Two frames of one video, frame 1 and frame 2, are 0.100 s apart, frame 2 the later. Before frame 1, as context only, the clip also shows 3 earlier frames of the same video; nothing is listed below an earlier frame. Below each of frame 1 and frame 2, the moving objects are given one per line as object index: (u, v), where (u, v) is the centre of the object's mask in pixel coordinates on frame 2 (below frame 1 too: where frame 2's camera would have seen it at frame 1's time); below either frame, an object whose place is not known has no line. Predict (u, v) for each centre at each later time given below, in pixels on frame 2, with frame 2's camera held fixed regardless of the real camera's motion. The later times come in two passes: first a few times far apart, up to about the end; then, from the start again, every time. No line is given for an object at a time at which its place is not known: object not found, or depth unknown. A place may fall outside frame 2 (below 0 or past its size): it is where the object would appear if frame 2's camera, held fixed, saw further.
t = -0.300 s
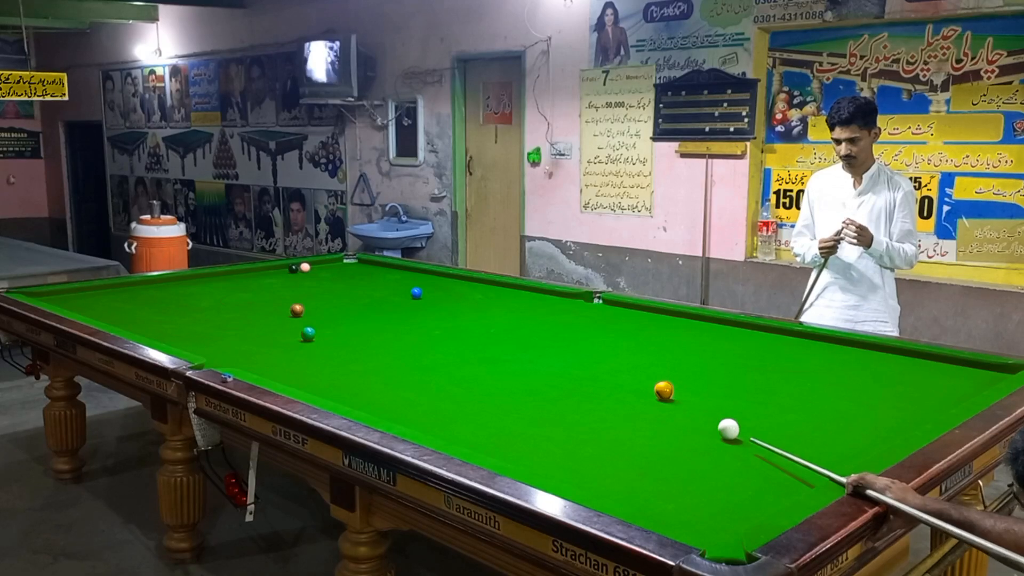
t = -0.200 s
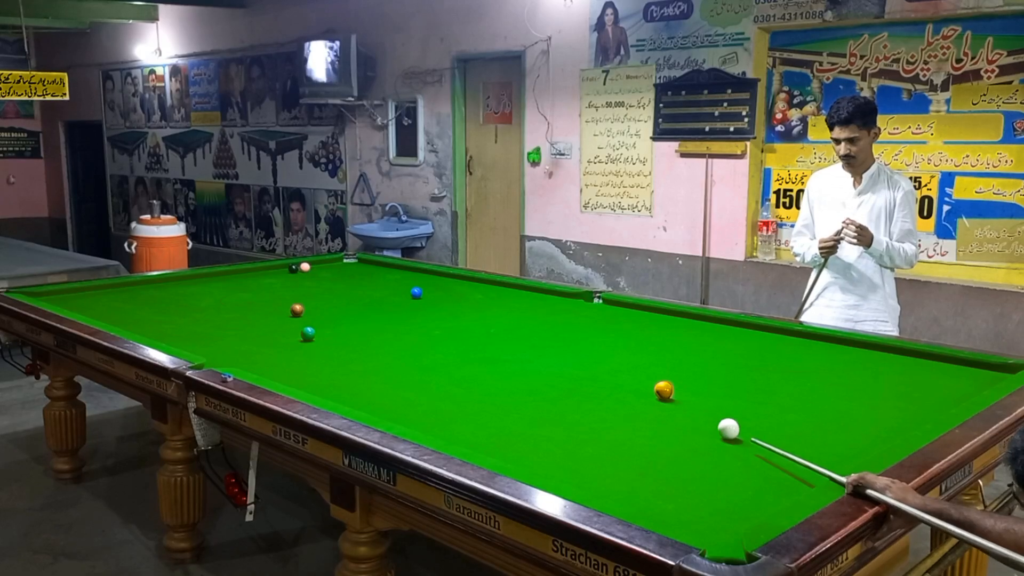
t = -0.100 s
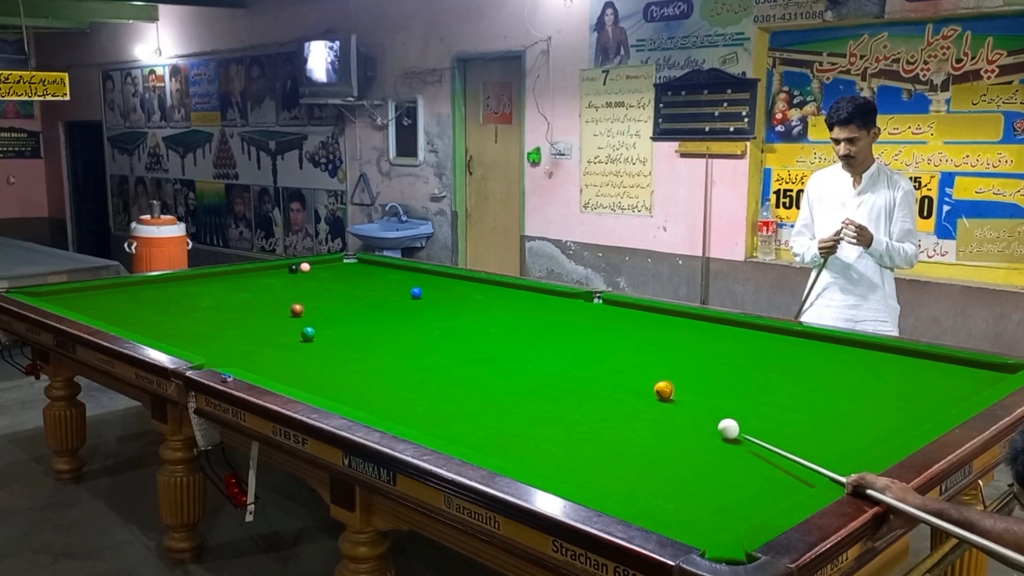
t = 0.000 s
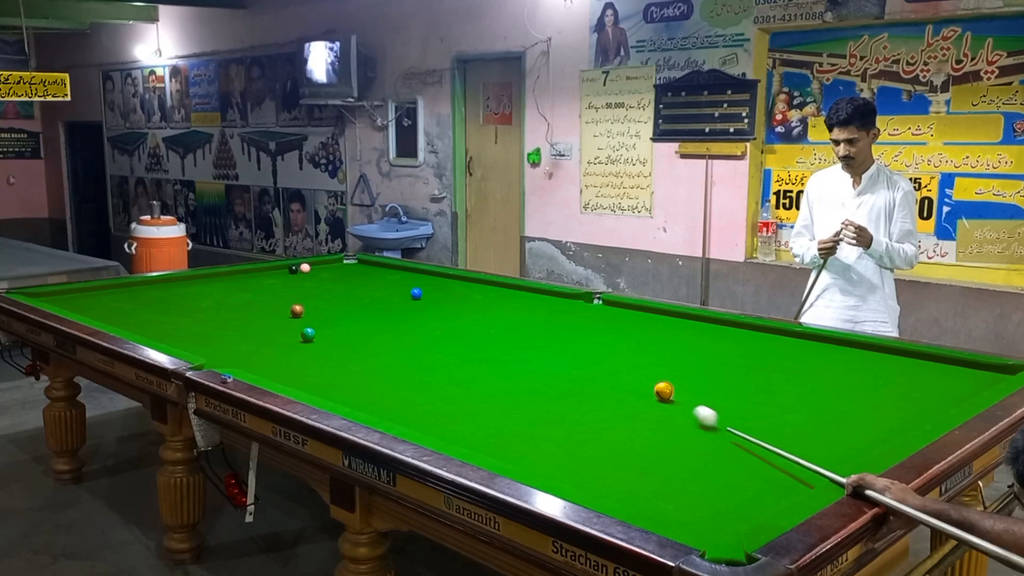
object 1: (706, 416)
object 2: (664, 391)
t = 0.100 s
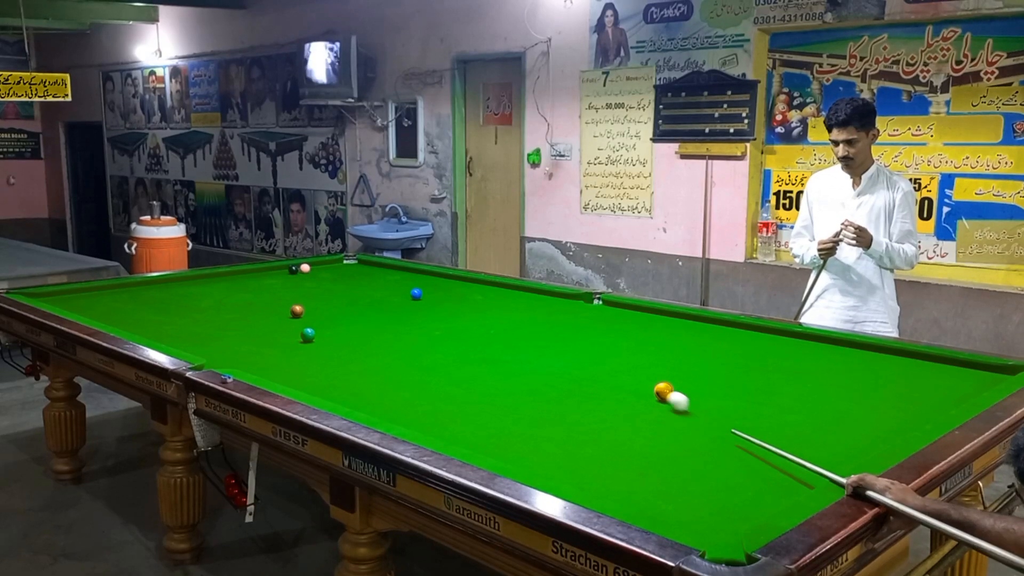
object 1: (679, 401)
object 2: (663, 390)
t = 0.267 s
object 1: (656, 395)
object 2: (652, 379)
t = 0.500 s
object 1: (631, 390)
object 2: (637, 366)
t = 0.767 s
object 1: (606, 385)
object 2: (623, 352)
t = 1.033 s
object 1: (585, 380)
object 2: (610, 340)
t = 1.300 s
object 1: (567, 377)
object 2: (600, 330)
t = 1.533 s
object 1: (554, 374)
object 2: (593, 322)
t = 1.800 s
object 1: (541, 371)
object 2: (585, 314)
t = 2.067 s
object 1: (530, 369)
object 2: (579, 307)
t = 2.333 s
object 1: (522, 367)
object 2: (575, 302)
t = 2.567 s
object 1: (516, 366)
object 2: (571, 298)
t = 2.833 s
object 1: (511, 365)
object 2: (562, 296)
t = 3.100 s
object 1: (508, 365)
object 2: (548, 297)
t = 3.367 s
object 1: (507, 365)
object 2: (536, 298)
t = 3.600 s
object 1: (507, 365)
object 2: (527, 299)
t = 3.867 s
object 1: (507, 365)
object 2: (518, 300)
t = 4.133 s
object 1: (507, 365)
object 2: (510, 301)
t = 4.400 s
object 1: (507, 365)
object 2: (504, 301)
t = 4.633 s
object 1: (507, 365)
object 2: (501, 302)
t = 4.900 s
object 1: (507, 365)
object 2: (498, 302)
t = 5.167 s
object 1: (507, 365)
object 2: (497, 302)
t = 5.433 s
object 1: (507, 365)
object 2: (496, 302)
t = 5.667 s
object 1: (507, 365)
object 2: (496, 302)
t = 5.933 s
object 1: (507, 365)
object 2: (496, 302)
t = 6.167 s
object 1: (507, 365)
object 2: (496, 302)
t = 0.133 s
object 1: (671, 397)
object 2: (661, 388)
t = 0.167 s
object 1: (666, 396)
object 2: (659, 385)
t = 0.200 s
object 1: (663, 396)
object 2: (657, 383)
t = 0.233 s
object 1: (660, 395)
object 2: (655, 381)
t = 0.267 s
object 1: (656, 395)
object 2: (652, 379)
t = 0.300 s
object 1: (653, 394)
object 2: (650, 377)
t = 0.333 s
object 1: (649, 393)
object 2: (648, 376)
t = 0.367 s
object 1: (645, 392)
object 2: (646, 374)
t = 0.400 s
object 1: (642, 392)
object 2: (643, 372)
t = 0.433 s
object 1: (638, 391)
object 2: (641, 370)
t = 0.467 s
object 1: (635, 390)
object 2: (639, 368)
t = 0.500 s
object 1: (631, 390)
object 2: (637, 366)
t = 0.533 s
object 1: (628, 389)
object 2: (635, 364)
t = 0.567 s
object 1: (625, 389)
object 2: (633, 362)
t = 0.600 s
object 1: (622, 388)
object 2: (631, 360)
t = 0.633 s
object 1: (618, 387)
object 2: (630, 358)
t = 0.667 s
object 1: (615, 387)
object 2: (628, 356)
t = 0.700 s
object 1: (612, 386)
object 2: (626, 355)
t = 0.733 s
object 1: (609, 385)
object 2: (624, 353)
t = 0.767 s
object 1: (606, 385)
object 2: (623, 352)
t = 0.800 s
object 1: (604, 384)
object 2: (621, 350)
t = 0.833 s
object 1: (601, 384)
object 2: (619, 349)
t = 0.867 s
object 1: (598, 383)
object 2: (618, 347)
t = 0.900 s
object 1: (595, 383)
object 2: (616, 346)
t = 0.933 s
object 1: (593, 382)
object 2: (614, 344)
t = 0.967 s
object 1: (590, 382)
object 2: (613, 343)
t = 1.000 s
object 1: (588, 381)
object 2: (612, 341)
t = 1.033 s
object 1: (585, 380)
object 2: (610, 340)
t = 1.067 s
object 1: (583, 380)
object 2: (609, 338)
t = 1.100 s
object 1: (580, 379)
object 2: (608, 337)
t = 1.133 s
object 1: (578, 379)
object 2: (606, 336)
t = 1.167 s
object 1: (576, 378)
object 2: (605, 335)
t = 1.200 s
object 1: (573, 378)
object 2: (604, 334)
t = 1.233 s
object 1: (571, 378)
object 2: (602, 332)
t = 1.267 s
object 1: (569, 377)
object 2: (601, 331)
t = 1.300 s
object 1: (567, 377)
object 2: (600, 330)
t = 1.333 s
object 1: (565, 376)
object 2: (599, 329)
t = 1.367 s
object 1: (563, 376)
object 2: (598, 328)
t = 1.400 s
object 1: (561, 376)
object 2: (597, 326)
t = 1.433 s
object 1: (559, 375)
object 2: (596, 325)
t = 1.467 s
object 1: (557, 375)
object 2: (595, 324)
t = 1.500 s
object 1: (555, 374)
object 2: (594, 323)
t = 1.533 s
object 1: (554, 374)
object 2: (593, 322)
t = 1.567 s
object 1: (552, 373)
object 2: (592, 321)
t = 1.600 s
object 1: (550, 373)
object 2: (591, 320)
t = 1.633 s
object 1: (548, 373)
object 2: (590, 319)
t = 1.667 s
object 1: (547, 372)
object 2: (589, 318)
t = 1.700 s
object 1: (545, 372)
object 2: (588, 317)
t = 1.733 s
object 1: (544, 372)
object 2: (587, 316)
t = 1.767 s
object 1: (542, 372)
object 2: (586, 315)
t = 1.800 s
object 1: (541, 371)
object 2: (585, 314)
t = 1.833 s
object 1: (539, 371)
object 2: (585, 313)
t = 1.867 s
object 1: (538, 371)
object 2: (584, 312)
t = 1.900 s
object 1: (537, 370)
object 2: (583, 312)
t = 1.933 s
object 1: (535, 370)
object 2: (582, 311)
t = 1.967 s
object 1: (534, 370)
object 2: (582, 310)
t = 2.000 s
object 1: (533, 370)
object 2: (581, 309)
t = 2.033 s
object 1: (532, 369)
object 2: (580, 308)
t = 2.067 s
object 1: (530, 369)
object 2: (579, 307)
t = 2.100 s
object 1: (529, 369)
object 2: (579, 307)
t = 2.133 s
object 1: (528, 369)
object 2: (578, 306)
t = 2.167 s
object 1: (527, 368)
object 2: (578, 306)
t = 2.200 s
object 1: (526, 368)
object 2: (577, 305)
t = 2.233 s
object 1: (525, 368)
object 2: (577, 304)
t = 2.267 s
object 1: (524, 367)
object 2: (576, 303)
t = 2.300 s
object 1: (523, 367)
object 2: (575, 303)
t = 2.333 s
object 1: (522, 367)
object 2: (575, 302)
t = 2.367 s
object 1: (521, 367)
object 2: (574, 302)
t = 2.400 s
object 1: (520, 367)
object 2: (574, 301)
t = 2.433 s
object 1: (520, 367)
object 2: (573, 300)
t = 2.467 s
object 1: (519, 367)
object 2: (572, 300)
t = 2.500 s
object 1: (518, 366)
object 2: (572, 299)
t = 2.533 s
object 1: (517, 366)
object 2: (571, 298)
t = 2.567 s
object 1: (516, 366)
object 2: (571, 298)
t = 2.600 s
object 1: (515, 366)
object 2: (570, 297)
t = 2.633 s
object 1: (515, 366)
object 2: (570, 296)
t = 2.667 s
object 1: (514, 366)
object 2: (570, 296)
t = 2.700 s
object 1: (513, 366)
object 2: (569, 295)
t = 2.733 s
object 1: (513, 366)
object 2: (567, 295)
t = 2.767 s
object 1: (512, 365)
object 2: (565, 295)
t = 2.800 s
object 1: (512, 365)
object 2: (564, 296)
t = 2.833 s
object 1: (511, 365)
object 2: (562, 296)
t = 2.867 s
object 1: (511, 365)
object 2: (560, 296)
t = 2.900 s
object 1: (510, 365)
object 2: (558, 296)
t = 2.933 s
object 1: (510, 365)
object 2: (557, 296)
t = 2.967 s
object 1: (509, 365)
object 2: (555, 297)
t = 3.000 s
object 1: (509, 365)
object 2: (553, 297)
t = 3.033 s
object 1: (509, 365)
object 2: (551, 297)
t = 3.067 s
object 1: (508, 365)
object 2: (550, 297)
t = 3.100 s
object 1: (508, 365)
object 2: (548, 297)
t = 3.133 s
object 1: (508, 365)
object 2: (547, 298)
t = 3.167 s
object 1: (508, 365)
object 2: (545, 298)
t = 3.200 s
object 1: (507, 365)
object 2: (543, 298)
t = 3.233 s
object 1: (507, 365)
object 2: (542, 298)
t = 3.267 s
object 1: (507, 365)
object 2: (540, 298)
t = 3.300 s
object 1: (507, 365)
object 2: (539, 298)
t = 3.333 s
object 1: (507, 365)
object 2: (538, 298)
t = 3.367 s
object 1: (507, 365)
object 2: (536, 298)
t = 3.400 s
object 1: (507, 365)
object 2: (534, 298)
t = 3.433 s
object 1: (507, 365)
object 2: (533, 299)
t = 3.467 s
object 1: (507, 365)
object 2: (532, 299)
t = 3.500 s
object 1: (507, 365)
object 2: (530, 299)
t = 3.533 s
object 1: (507, 365)
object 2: (529, 299)
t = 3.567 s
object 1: (507, 365)
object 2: (528, 299)
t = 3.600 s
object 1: (507, 365)
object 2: (527, 299)
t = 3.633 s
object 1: (507, 365)
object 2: (526, 299)
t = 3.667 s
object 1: (507, 365)
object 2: (524, 299)
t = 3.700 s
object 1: (507, 365)
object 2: (523, 299)
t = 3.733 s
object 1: (507, 365)
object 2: (522, 299)
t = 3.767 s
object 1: (507, 365)
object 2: (521, 299)
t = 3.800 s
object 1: (507, 365)
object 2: (520, 299)
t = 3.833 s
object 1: (507, 365)
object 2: (519, 300)
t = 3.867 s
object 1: (507, 365)
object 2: (518, 300)
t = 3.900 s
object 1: (507, 365)
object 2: (517, 300)
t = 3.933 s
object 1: (507, 365)
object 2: (516, 300)
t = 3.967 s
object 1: (507, 365)
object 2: (515, 300)
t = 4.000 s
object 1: (507, 365)
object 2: (514, 300)
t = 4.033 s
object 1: (507, 365)
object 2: (513, 300)
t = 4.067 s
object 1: (507, 365)
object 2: (512, 300)
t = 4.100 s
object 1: (507, 365)
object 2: (511, 300)
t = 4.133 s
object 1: (507, 365)
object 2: (510, 301)
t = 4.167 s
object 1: (507, 365)
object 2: (509, 301)
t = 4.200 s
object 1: (507, 365)
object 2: (509, 301)
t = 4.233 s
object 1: (507, 365)
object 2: (508, 301)
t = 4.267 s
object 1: (507, 365)
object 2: (507, 301)
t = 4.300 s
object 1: (507, 365)
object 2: (506, 301)
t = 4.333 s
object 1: (507, 365)
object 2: (506, 301)
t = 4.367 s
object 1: (507, 365)
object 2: (505, 301)
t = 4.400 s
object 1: (507, 365)
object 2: (504, 301)
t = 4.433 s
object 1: (507, 365)
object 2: (504, 301)
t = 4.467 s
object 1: (507, 365)
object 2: (503, 301)
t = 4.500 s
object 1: (507, 365)
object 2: (503, 302)
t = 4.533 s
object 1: (507, 365)
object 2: (502, 302)
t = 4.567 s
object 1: (507, 365)
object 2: (502, 302)
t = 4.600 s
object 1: (507, 365)
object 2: (501, 302)
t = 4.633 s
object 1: (507, 365)
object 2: (501, 302)
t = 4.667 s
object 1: (507, 365)
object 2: (500, 302)
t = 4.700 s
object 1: (507, 365)
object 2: (500, 302)
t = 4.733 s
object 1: (507, 365)
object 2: (499, 302)
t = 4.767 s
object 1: (507, 365)
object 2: (499, 302)
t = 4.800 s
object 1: (507, 365)
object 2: (499, 302)
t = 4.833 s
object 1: (507, 365)
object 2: (498, 302)
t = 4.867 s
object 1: (507, 365)
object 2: (498, 302)
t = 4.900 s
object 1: (507, 365)
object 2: (498, 302)
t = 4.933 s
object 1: (507, 365)
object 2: (498, 302)
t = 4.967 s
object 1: (507, 365)
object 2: (498, 302)
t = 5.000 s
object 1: (507, 365)
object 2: (497, 302)
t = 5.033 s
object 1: (507, 365)
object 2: (497, 302)
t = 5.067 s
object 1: (507, 365)
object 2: (497, 302)
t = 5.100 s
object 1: (507, 365)
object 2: (497, 302)
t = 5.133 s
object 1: (507, 365)
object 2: (497, 302)
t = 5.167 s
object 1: (507, 365)
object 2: (497, 302)
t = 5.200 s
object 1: (507, 365)
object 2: (497, 302)
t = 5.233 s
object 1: (507, 365)
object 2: (497, 302)
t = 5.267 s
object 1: (507, 365)
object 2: (497, 302)
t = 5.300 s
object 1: (507, 365)
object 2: (497, 302)
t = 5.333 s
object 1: (507, 365)
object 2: (497, 302)
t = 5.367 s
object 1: (507, 365)
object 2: (497, 302)
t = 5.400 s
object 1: (507, 365)
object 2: (497, 302)
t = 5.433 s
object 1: (507, 365)
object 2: (496, 302)
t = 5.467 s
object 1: (507, 365)
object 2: (497, 302)
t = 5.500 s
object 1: (507, 365)
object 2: (497, 302)
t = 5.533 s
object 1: (507, 365)
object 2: (497, 302)
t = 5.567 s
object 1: (507, 365)
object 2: (496, 302)
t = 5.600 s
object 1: (507, 365)
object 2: (497, 302)
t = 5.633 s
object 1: (507, 365)
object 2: (496, 302)
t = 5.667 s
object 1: (507, 365)
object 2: (496, 302)
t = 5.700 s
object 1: (507, 365)
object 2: (496, 302)
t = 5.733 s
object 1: (507, 365)
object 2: (496, 302)
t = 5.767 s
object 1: (507, 365)
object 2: (496, 302)
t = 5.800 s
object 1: (507, 365)
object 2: (496, 302)
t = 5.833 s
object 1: (507, 365)
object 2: (496, 302)
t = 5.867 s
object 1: (507, 365)
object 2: (496, 302)
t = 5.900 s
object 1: (507, 365)
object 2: (496, 302)
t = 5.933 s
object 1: (507, 365)
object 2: (496, 302)
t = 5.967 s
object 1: (507, 365)
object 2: (496, 302)
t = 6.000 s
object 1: (507, 365)
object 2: (496, 302)
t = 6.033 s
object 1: (507, 365)
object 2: (496, 302)
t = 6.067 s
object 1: (507, 365)
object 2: (496, 302)
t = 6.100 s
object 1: (507, 365)
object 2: (496, 302)
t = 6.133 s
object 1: (507, 365)
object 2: (496, 302)
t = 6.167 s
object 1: (507, 365)
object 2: (496, 302)
